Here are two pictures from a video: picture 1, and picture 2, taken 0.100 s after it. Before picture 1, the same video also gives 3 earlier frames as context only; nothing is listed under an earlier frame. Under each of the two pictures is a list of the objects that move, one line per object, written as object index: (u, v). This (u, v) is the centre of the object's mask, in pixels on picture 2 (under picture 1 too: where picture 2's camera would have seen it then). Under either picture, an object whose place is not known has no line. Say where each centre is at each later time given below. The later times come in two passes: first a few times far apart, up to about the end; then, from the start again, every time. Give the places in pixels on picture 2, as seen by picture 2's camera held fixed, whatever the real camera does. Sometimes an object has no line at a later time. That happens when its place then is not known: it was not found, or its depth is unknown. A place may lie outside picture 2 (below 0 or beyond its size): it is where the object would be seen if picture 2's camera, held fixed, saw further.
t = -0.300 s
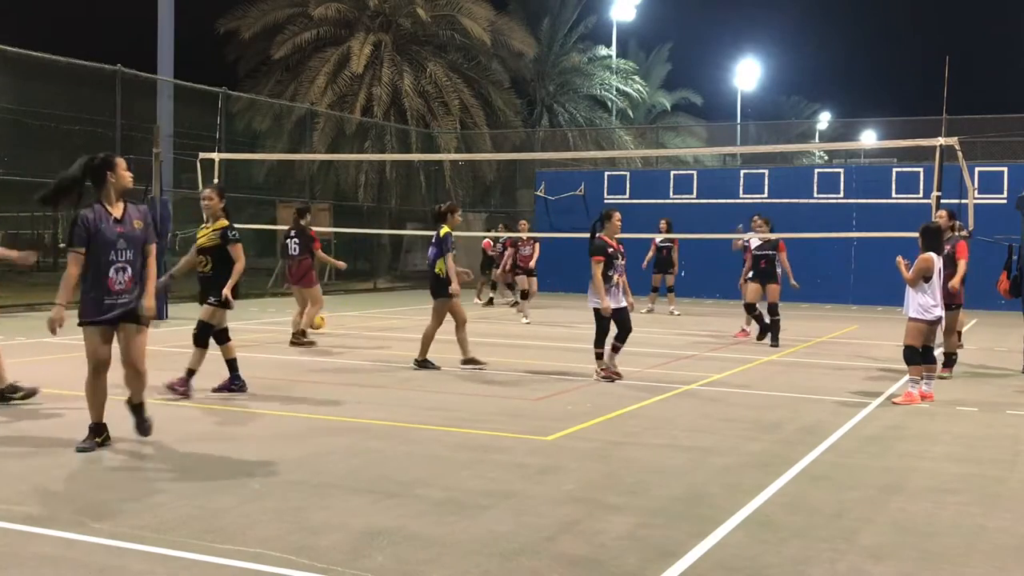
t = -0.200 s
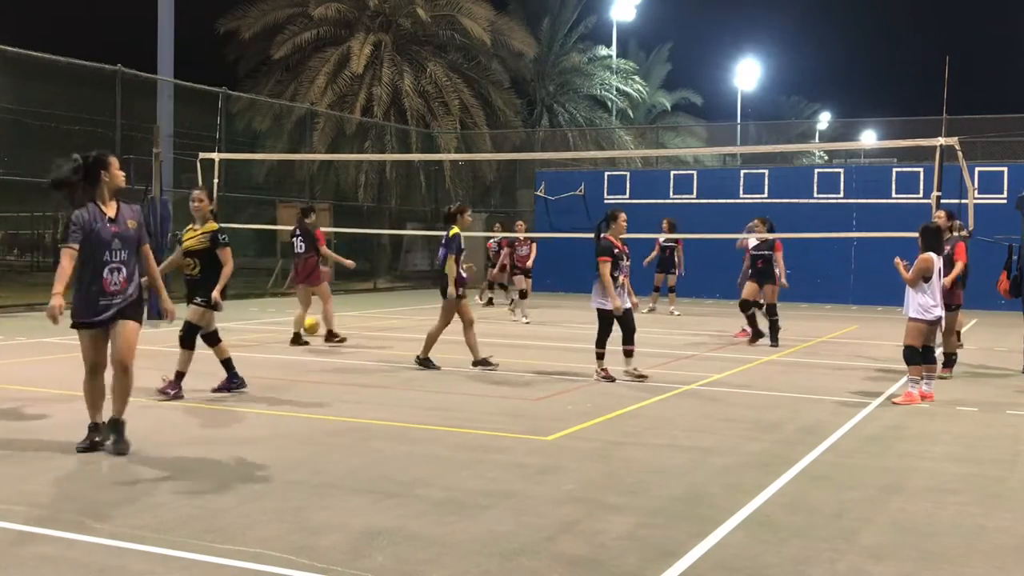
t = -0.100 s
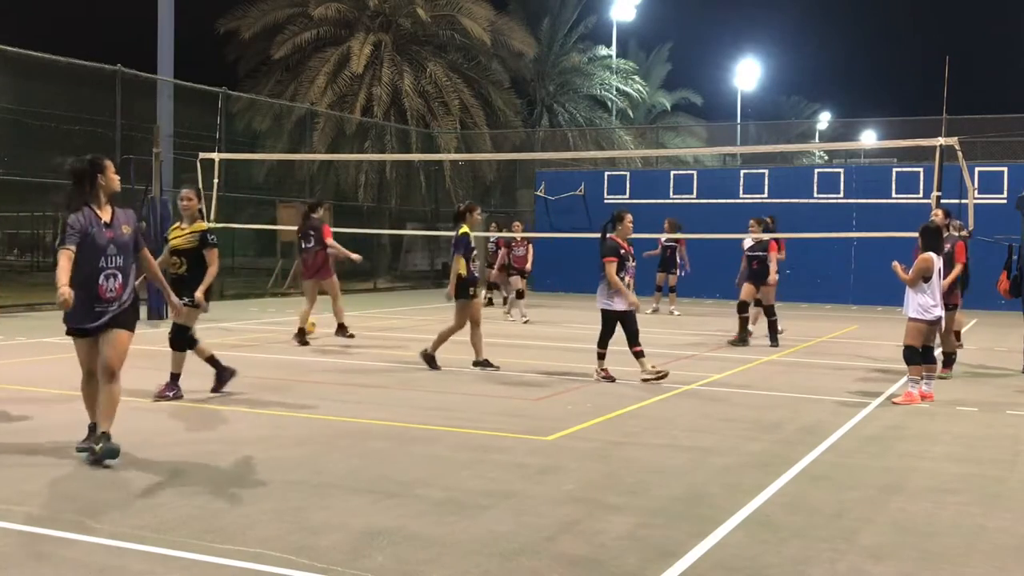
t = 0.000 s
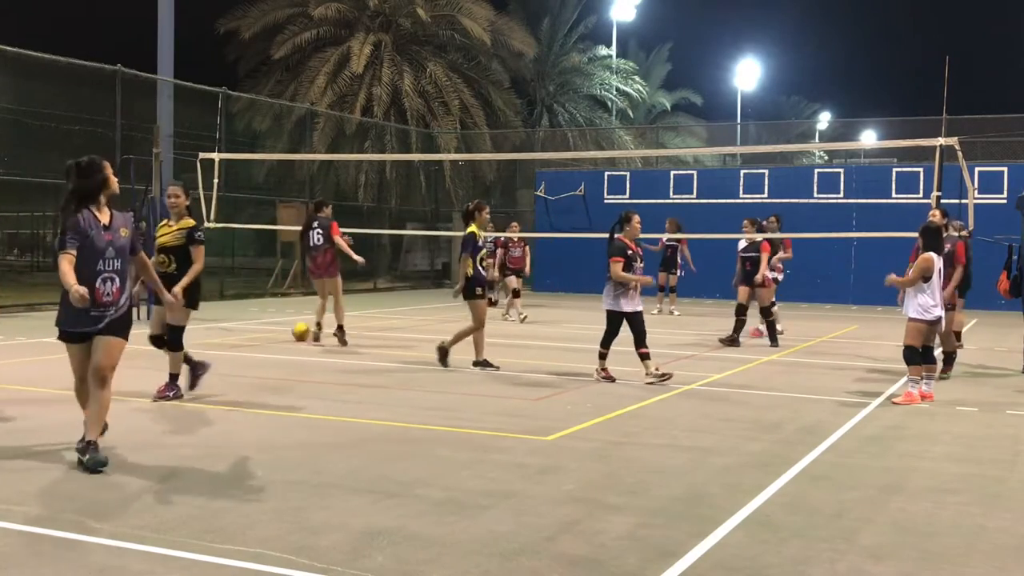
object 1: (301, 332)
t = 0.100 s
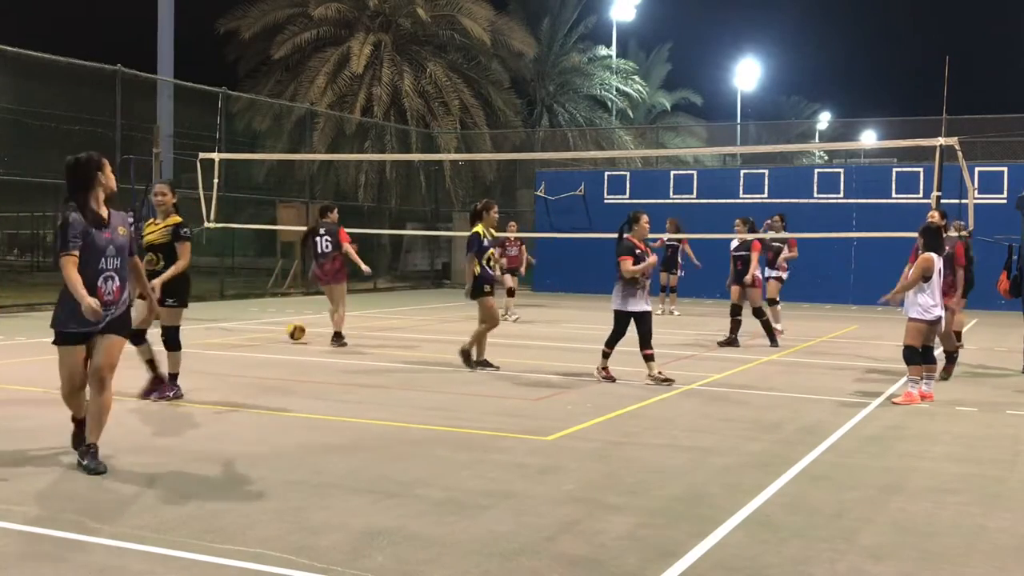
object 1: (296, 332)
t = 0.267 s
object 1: (287, 336)
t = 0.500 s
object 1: (275, 345)
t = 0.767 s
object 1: (257, 352)
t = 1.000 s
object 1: (241, 360)
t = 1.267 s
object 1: (221, 371)
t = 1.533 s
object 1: (199, 383)
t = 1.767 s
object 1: (176, 396)
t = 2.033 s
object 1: (147, 413)
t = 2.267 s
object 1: (117, 431)
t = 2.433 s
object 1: (92, 445)
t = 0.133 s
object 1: (294, 333)
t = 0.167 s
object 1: (293, 335)
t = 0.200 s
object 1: (290, 336)
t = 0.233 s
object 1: (289, 335)
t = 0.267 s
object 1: (287, 336)
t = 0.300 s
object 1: (286, 337)
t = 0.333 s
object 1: (284, 340)
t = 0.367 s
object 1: (282, 340)
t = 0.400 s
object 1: (279, 341)
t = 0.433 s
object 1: (278, 341)
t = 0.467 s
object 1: (276, 343)
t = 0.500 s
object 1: (275, 345)
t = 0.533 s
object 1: (272, 344)
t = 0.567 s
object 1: (270, 345)
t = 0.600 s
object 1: (267, 347)
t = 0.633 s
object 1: (266, 348)
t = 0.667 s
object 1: (264, 349)
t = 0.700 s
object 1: (262, 350)
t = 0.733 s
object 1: (260, 351)
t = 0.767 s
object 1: (257, 352)
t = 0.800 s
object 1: (255, 353)
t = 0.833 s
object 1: (253, 354)
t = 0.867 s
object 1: (251, 356)
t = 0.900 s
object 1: (249, 357)
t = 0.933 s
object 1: (246, 358)
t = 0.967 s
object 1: (244, 359)
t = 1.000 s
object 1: (241, 360)
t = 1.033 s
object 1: (239, 362)
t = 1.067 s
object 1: (237, 363)
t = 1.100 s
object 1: (234, 365)
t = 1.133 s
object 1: (232, 365)
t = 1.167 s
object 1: (229, 367)
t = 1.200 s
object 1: (226, 368)
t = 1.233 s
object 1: (224, 369)
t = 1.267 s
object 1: (221, 371)
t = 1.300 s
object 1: (219, 372)
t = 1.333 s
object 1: (217, 374)
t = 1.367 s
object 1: (213, 375)
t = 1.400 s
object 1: (210, 377)
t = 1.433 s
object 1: (207, 379)
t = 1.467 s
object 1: (205, 380)
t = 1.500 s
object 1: (202, 382)
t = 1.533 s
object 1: (199, 383)
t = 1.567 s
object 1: (196, 385)
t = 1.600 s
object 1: (192, 387)
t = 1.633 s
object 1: (189, 388)
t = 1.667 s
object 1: (185, 391)
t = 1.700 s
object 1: (183, 392)
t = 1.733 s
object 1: (180, 394)
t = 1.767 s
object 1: (176, 396)
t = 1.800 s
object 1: (173, 397)
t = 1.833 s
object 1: (169, 400)
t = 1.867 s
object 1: (165, 402)
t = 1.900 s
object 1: (161, 405)
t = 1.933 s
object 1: (158, 406)
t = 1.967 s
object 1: (155, 408)
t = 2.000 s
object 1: (151, 411)
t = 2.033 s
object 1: (147, 413)
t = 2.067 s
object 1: (142, 416)
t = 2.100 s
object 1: (138, 418)
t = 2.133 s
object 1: (134, 421)
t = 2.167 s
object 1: (130, 423)
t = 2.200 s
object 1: (125, 425)
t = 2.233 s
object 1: (121, 428)
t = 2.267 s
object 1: (117, 431)
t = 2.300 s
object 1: (112, 434)
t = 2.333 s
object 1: (107, 436)
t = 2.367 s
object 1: (102, 439)
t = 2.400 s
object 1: (97, 442)
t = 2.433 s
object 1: (92, 445)
